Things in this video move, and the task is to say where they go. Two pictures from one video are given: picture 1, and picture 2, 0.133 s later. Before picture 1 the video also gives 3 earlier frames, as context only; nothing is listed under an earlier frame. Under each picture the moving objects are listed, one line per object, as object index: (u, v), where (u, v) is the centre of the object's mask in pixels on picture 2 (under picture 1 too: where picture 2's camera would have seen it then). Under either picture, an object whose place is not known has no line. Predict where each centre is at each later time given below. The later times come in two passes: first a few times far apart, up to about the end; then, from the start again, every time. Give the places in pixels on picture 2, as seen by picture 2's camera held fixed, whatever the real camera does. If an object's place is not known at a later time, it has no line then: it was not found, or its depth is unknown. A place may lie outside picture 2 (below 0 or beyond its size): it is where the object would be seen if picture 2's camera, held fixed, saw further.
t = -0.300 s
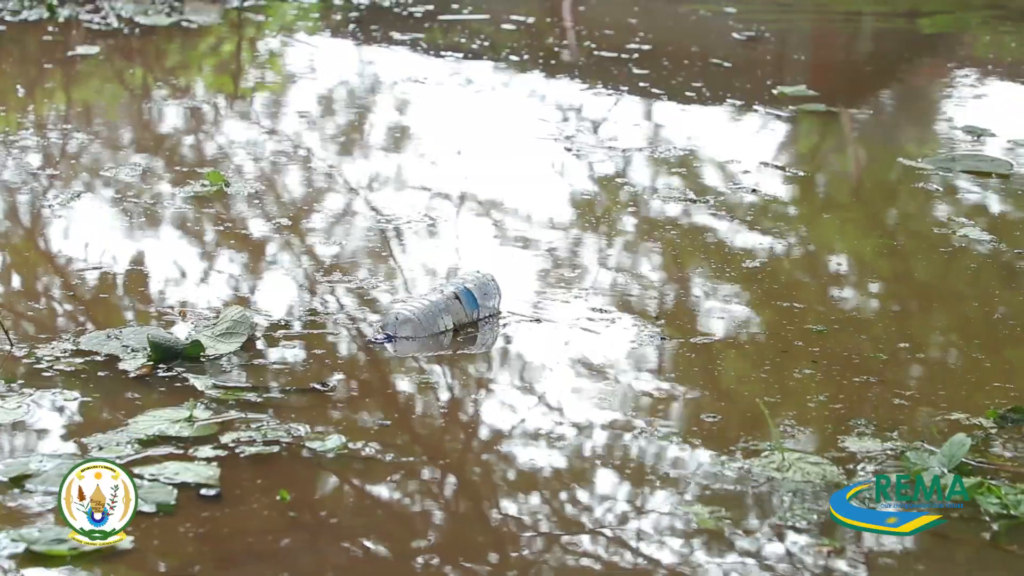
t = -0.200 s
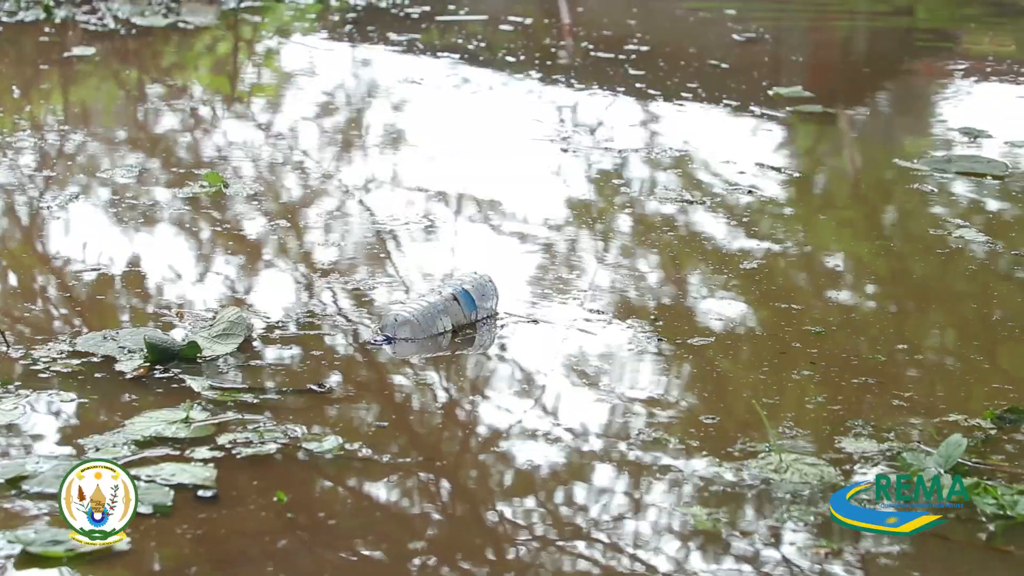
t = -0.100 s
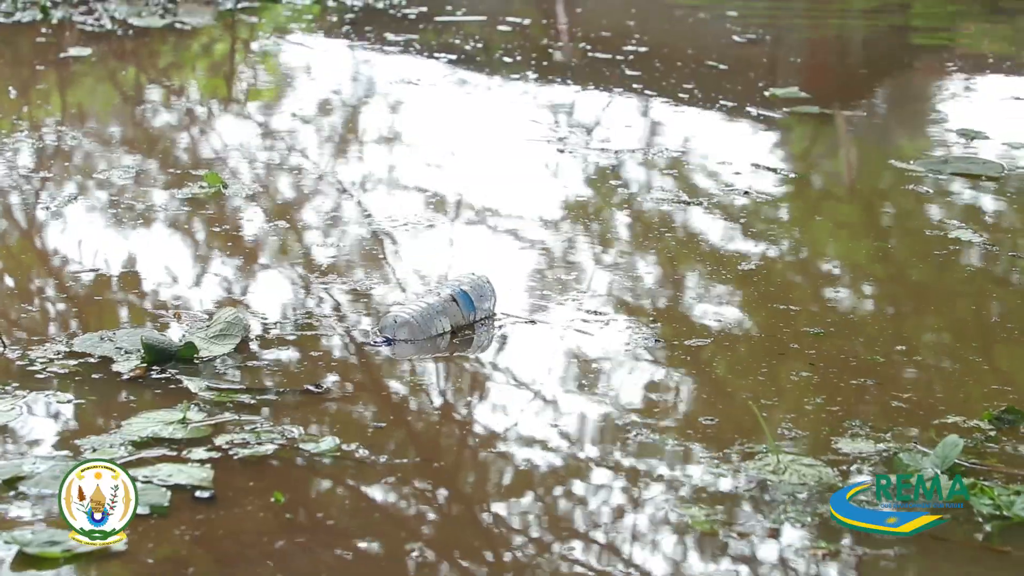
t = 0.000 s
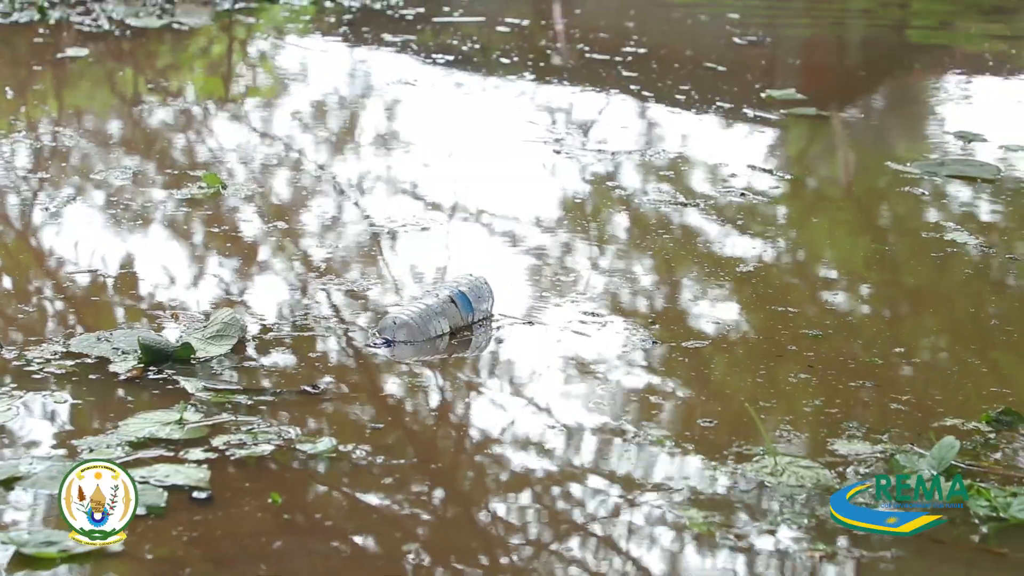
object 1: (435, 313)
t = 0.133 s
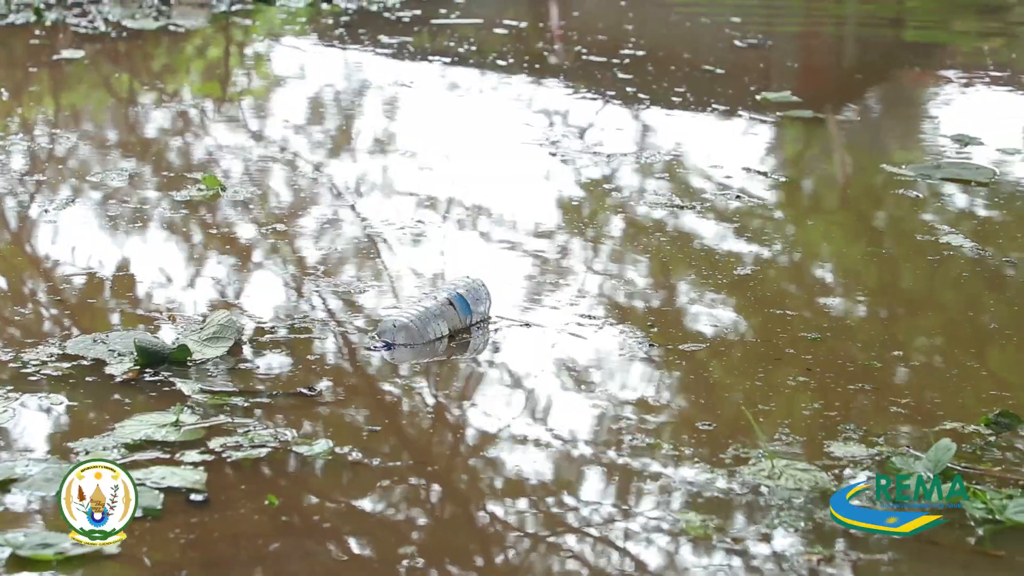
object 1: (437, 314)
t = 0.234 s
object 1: (438, 314)
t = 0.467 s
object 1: (440, 316)
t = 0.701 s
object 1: (443, 316)
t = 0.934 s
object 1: (445, 318)
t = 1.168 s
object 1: (448, 318)
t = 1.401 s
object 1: (450, 320)
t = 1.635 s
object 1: (453, 321)
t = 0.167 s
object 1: (437, 314)
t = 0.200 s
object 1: (438, 314)
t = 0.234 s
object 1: (438, 314)
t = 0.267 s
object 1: (438, 315)
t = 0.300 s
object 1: (439, 315)
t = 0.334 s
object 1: (440, 315)
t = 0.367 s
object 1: (439, 315)
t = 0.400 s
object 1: (440, 315)
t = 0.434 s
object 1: (440, 316)
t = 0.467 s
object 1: (440, 316)
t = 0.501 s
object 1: (441, 316)
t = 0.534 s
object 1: (441, 316)
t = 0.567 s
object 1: (441, 316)
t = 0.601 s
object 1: (442, 316)
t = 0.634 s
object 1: (442, 316)
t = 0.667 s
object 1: (443, 316)
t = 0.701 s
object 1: (443, 316)
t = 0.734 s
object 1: (443, 317)
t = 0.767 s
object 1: (444, 317)
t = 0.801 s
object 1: (444, 317)
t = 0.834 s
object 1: (444, 317)
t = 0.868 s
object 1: (445, 317)
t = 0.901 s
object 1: (444, 319)
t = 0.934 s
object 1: (445, 318)
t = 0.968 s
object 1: (445, 318)
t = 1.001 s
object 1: (446, 318)
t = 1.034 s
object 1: (447, 318)
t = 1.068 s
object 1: (446, 318)
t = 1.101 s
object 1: (447, 318)
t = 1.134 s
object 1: (448, 318)
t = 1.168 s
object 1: (448, 318)
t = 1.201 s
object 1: (449, 319)
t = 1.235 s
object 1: (449, 319)
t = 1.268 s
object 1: (449, 319)
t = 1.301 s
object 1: (450, 319)
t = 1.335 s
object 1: (450, 319)
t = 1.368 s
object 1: (449, 319)
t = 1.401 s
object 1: (450, 320)
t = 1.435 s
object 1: (450, 320)
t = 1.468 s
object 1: (451, 320)
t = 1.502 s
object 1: (451, 320)
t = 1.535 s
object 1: (452, 320)
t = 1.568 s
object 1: (452, 320)
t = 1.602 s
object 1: (452, 320)
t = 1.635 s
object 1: (453, 321)
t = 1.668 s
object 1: (454, 320)
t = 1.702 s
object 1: (454, 320)
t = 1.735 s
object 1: (454, 320)
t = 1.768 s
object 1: (455, 320)
